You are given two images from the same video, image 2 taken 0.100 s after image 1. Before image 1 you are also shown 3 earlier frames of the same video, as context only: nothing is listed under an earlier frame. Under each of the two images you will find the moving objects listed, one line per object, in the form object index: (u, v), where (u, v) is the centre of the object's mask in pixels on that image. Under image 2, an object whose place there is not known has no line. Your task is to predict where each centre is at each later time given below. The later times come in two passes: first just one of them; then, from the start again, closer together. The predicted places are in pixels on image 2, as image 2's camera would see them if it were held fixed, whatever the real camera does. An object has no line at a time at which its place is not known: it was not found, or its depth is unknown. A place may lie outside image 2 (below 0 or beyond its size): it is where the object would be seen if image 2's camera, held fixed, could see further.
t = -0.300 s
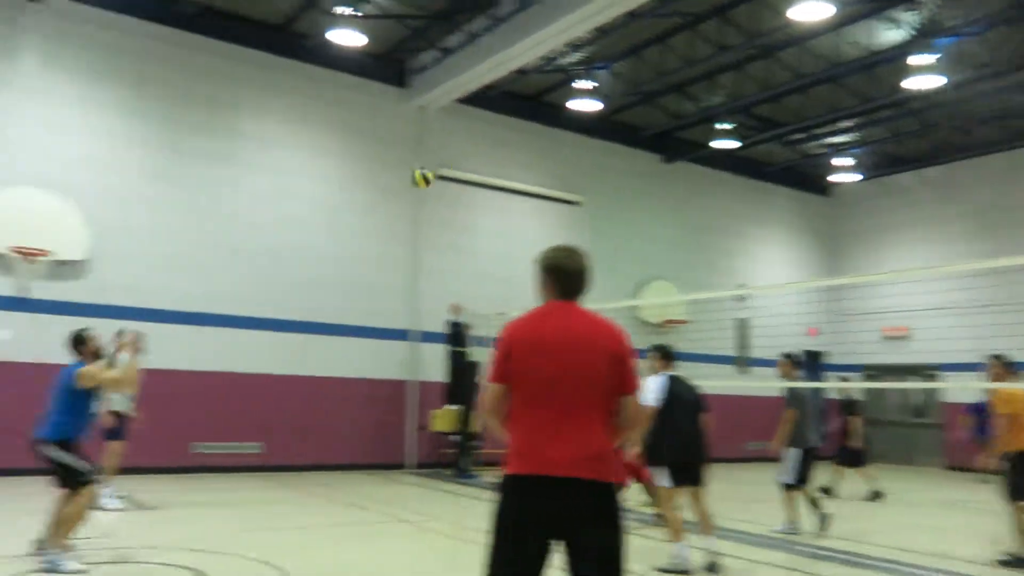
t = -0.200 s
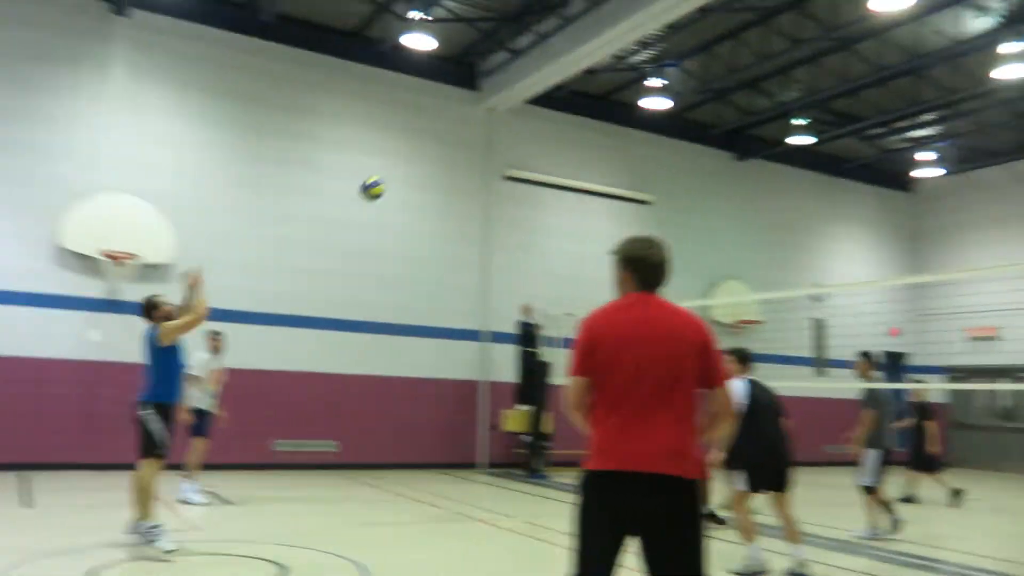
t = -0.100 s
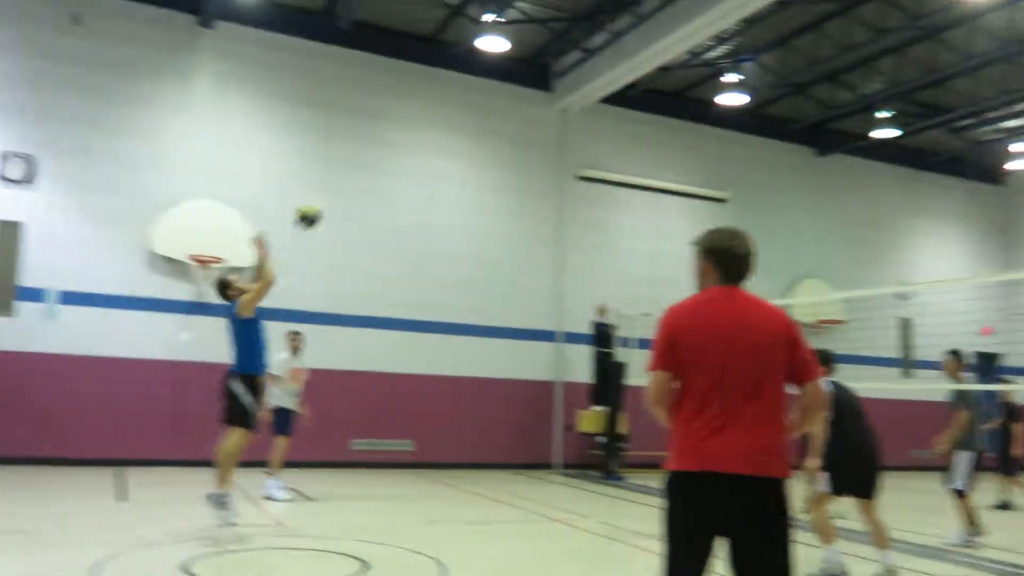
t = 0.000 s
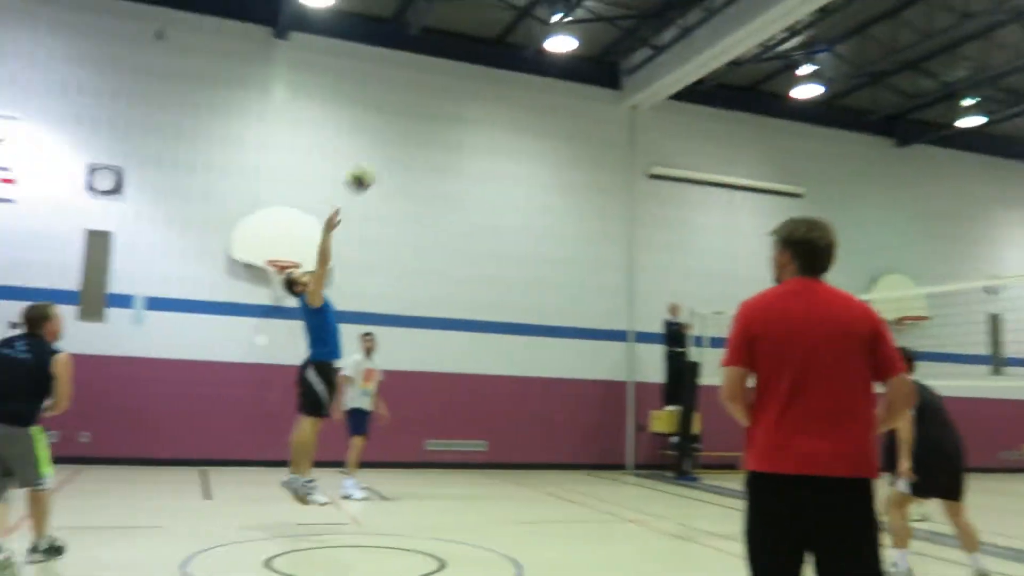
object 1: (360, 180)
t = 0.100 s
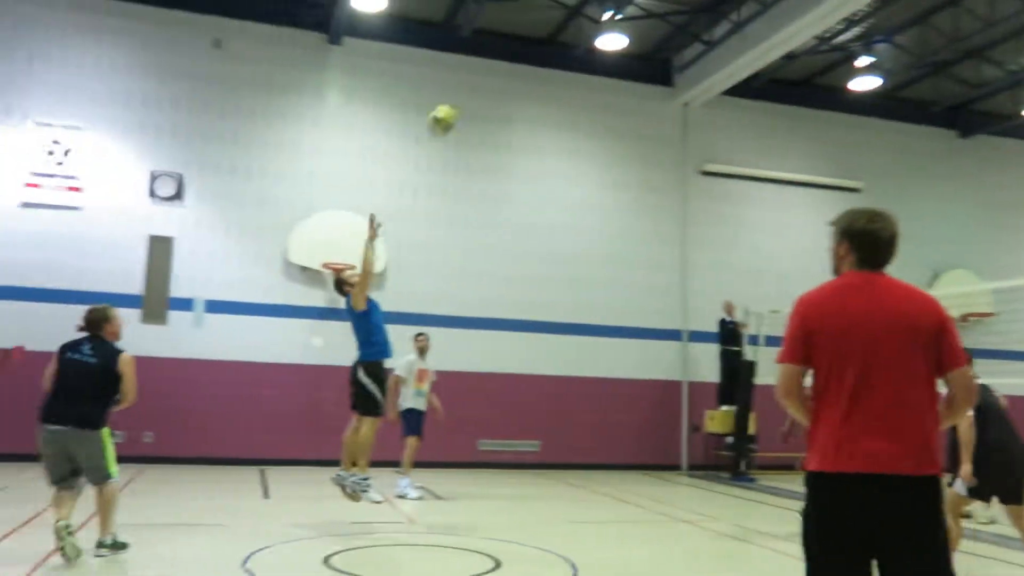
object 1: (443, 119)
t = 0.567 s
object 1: (567, -1)
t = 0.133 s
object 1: (451, 102)
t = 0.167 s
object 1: (460, 86)
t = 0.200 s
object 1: (469, 73)
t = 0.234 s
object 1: (478, 60)
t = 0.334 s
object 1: (506, 29)
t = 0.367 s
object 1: (515, 21)
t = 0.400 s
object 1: (523, 13)
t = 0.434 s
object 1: (532, 7)
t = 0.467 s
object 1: (541, 4)
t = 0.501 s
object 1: (549, 1)
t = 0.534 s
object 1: (558, 0)
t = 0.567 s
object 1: (567, -1)
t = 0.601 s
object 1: (574, -3)
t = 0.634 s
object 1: (584, 0)
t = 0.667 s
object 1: (592, 3)
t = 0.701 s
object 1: (601, 6)
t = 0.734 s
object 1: (609, 11)
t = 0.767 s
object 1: (618, 18)
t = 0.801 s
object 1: (627, 26)
